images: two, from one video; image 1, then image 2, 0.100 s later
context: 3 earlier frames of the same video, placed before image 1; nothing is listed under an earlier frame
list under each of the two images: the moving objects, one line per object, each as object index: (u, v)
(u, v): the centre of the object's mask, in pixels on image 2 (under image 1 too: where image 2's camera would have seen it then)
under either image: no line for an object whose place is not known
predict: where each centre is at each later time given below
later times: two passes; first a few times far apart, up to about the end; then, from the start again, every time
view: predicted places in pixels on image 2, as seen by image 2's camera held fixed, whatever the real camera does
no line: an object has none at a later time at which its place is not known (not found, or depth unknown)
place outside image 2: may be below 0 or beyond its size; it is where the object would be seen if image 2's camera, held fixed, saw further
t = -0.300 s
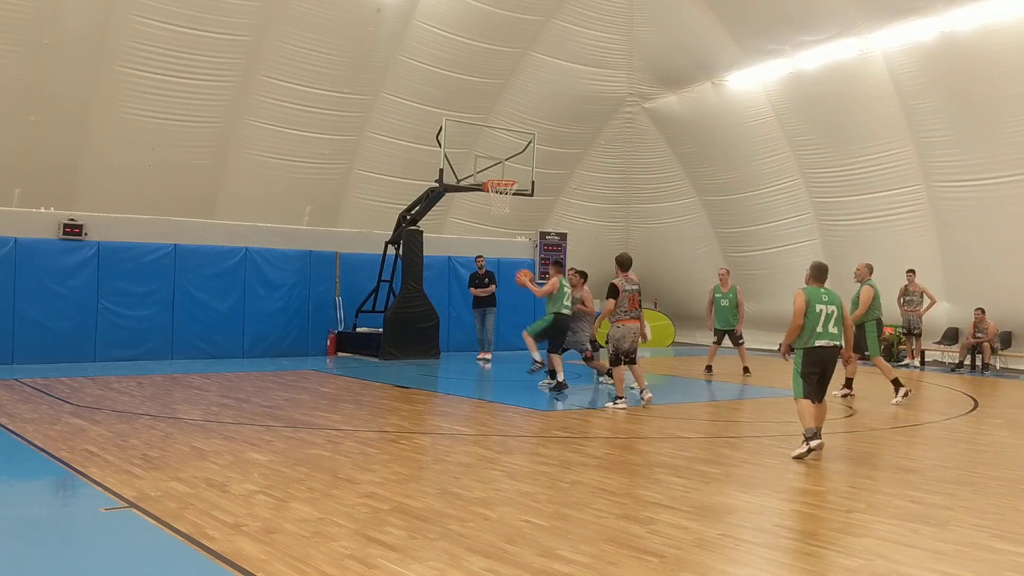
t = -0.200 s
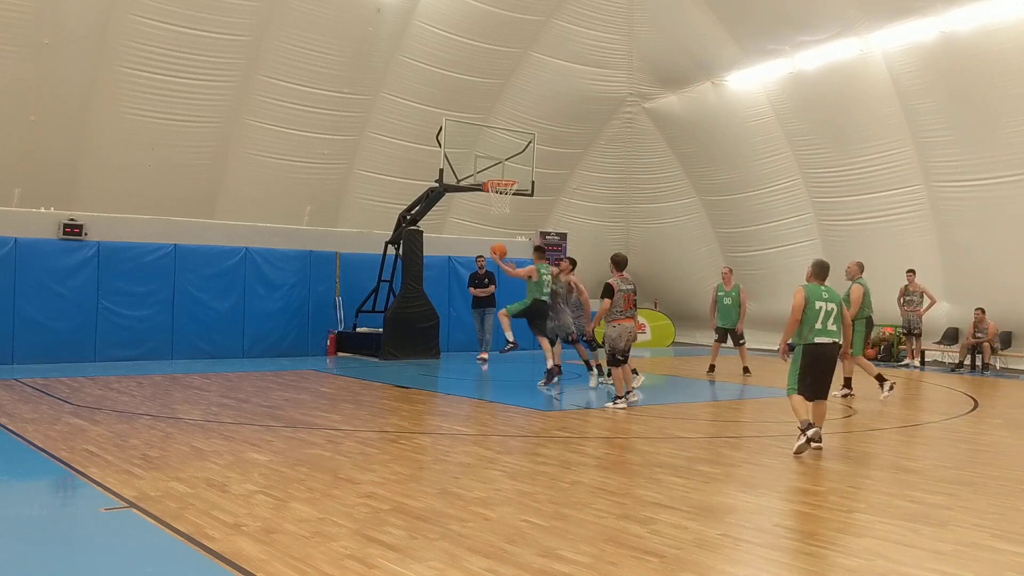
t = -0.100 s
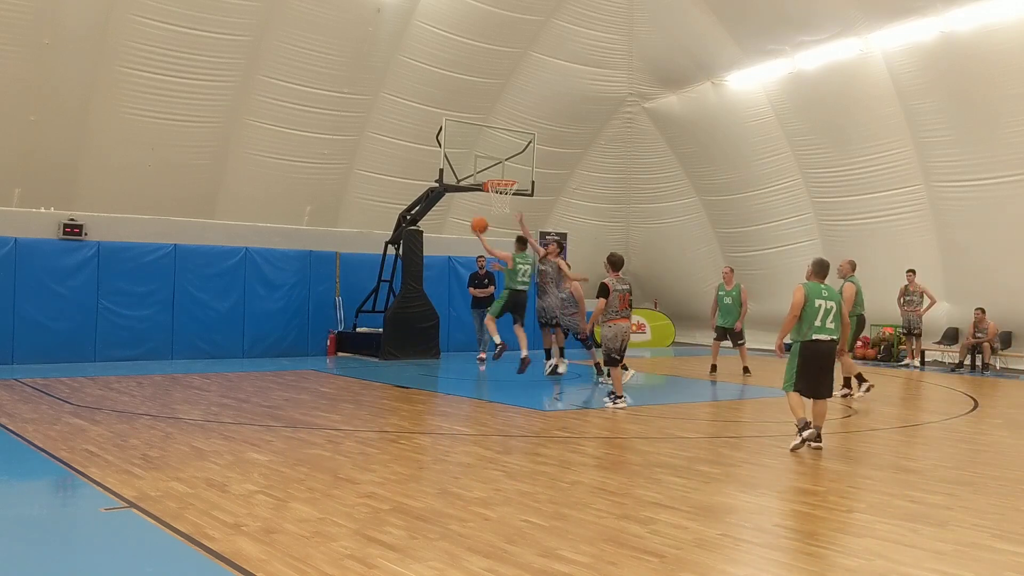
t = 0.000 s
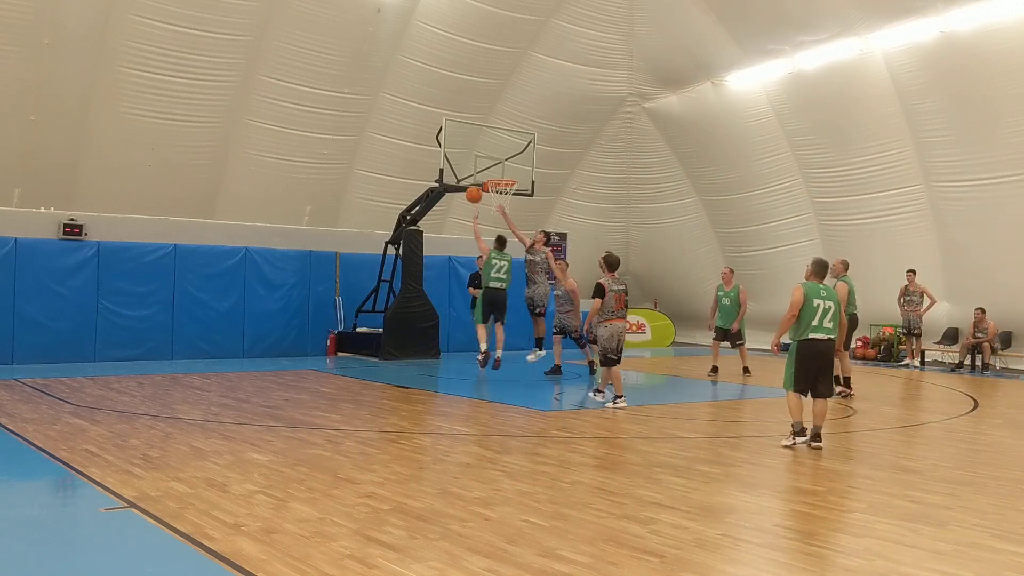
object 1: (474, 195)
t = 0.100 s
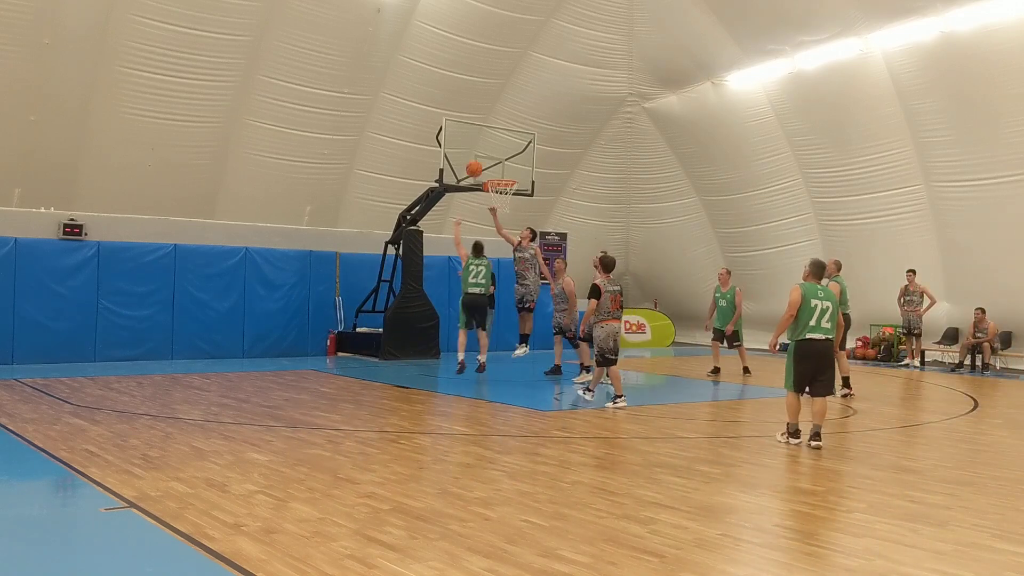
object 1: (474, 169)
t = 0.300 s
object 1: (473, 140)
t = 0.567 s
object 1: (471, 143)
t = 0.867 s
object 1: (501, 172)
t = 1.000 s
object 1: (509, 173)
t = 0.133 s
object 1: (474, 162)
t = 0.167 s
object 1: (474, 156)
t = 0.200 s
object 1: (474, 151)
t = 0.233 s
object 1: (474, 146)
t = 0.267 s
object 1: (473, 143)
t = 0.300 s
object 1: (473, 140)
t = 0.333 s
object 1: (473, 137)
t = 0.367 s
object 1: (473, 136)
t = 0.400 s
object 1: (473, 136)
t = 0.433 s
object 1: (473, 136)
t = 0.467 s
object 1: (472, 136)
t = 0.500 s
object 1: (472, 138)
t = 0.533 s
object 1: (472, 140)
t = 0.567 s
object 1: (471, 143)
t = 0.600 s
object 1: (471, 146)
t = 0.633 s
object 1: (475, 147)
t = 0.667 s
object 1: (479, 148)
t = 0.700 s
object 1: (482, 151)
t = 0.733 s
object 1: (486, 154)
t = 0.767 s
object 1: (490, 157)
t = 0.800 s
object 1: (494, 162)
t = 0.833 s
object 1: (497, 167)
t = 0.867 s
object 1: (501, 172)
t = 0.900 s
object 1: (503, 172)
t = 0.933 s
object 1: (504, 172)
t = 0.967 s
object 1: (506, 172)
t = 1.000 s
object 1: (509, 173)
